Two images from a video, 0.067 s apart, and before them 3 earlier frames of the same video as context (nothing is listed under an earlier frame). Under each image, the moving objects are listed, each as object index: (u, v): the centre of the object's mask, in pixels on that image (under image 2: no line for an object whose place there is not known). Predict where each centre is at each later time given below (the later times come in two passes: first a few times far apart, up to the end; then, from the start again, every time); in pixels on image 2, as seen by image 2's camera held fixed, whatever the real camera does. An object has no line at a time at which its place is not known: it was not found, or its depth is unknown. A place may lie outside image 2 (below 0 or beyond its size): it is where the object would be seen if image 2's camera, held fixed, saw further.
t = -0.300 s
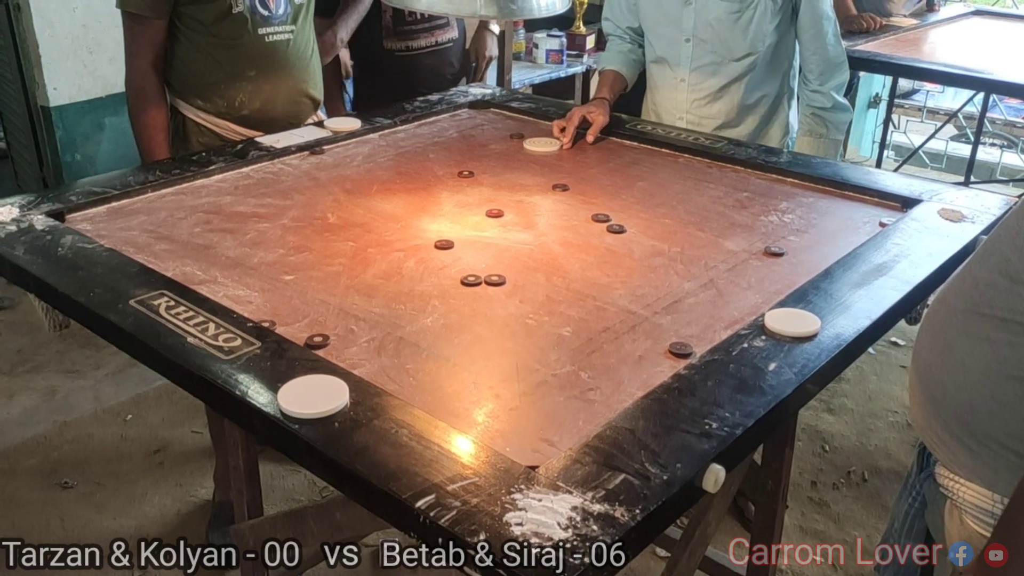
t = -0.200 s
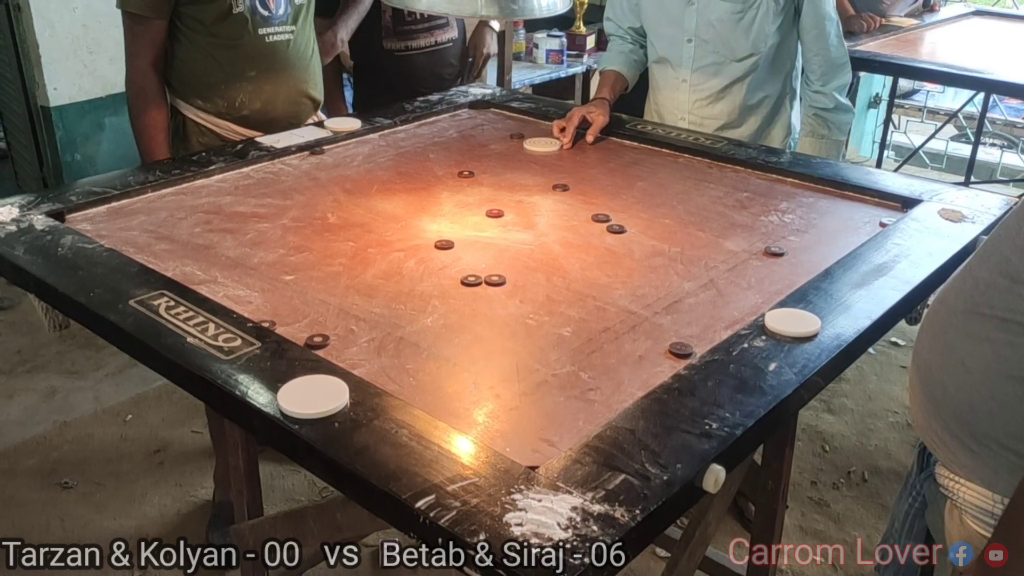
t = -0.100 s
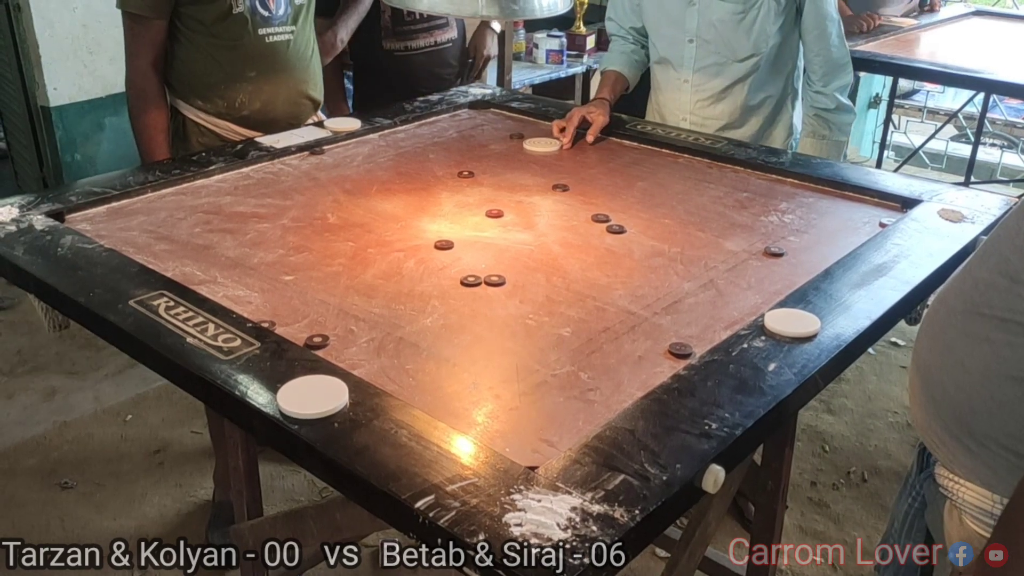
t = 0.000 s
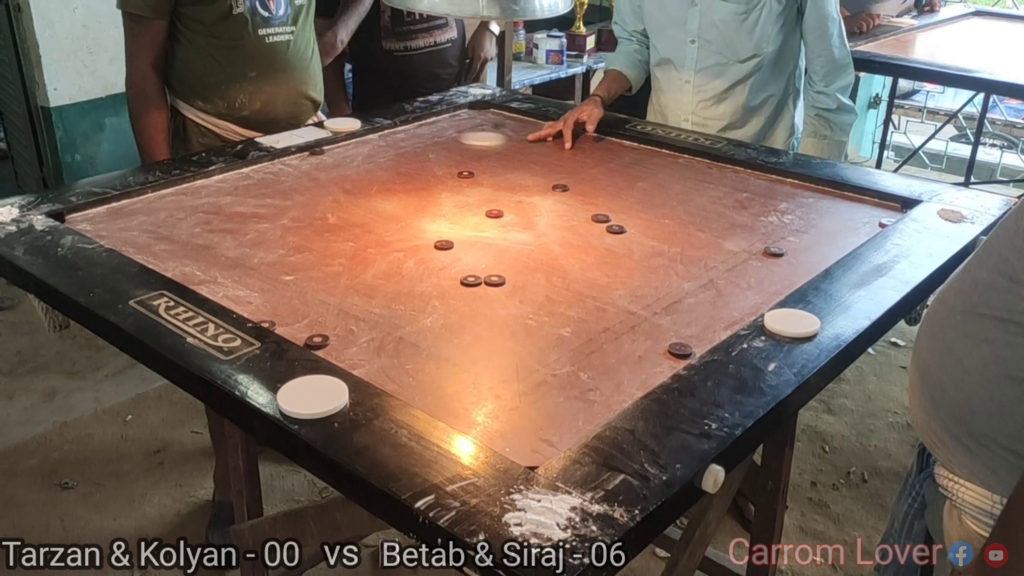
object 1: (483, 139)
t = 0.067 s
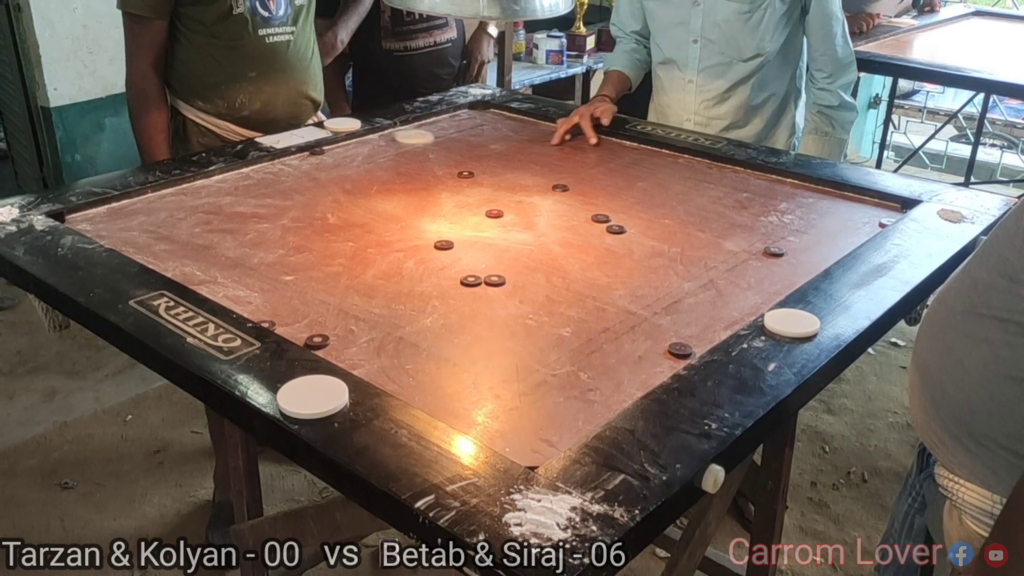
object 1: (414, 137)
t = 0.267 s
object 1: (545, 203)
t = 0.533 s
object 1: (694, 314)
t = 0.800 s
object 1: (520, 294)
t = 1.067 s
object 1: (402, 279)
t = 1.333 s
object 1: (356, 274)
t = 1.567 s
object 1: (355, 274)
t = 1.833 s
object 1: (355, 274)
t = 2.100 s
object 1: (355, 274)
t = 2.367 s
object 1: (355, 274)
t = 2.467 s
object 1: (355, 274)
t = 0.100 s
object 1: (432, 148)
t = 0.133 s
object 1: (453, 160)
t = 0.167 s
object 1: (474, 171)
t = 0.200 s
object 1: (496, 181)
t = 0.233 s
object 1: (519, 191)
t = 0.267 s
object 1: (545, 203)
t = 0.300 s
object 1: (571, 216)
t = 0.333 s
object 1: (589, 229)
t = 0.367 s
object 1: (604, 241)
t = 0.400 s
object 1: (620, 254)
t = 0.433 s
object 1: (637, 267)
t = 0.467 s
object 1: (654, 282)
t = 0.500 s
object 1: (673, 297)
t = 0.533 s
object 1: (694, 314)
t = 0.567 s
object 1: (702, 326)
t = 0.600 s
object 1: (674, 322)
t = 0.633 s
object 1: (646, 316)
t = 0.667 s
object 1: (618, 311)
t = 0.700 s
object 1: (592, 306)
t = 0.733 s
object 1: (567, 302)
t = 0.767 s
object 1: (543, 298)
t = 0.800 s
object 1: (520, 294)
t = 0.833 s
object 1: (502, 291)
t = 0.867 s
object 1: (484, 289)
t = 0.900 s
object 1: (467, 287)
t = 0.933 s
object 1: (451, 285)
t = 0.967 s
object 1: (437, 283)
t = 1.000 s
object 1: (424, 282)
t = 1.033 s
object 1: (412, 281)
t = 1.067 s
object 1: (402, 279)
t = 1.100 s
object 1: (392, 278)
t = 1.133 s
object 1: (384, 277)
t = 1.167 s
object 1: (377, 277)
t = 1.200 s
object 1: (370, 276)
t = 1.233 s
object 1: (365, 275)
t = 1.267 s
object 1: (361, 275)
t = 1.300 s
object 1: (358, 274)
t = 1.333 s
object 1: (356, 274)
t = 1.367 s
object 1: (355, 274)
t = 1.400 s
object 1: (355, 274)
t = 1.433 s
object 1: (355, 274)
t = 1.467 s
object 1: (355, 274)
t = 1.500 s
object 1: (355, 274)
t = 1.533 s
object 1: (355, 274)
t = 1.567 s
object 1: (355, 274)
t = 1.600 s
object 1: (355, 274)
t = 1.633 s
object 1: (355, 274)
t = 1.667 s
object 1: (355, 274)
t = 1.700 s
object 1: (355, 274)
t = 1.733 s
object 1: (355, 274)
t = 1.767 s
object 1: (355, 274)
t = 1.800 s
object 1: (355, 274)
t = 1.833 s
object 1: (355, 274)
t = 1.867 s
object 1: (355, 274)
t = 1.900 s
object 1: (355, 274)
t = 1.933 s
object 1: (355, 274)
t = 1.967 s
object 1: (355, 274)
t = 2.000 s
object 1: (355, 274)
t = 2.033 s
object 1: (355, 274)
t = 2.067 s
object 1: (355, 274)
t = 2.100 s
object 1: (355, 274)
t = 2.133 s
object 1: (355, 274)
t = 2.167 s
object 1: (355, 274)
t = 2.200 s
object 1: (355, 274)
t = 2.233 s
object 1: (355, 274)
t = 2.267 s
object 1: (355, 275)
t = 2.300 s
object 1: (355, 274)
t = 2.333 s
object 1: (355, 274)
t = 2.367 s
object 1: (355, 274)
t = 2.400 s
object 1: (355, 274)
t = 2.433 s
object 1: (355, 274)
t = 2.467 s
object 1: (355, 274)
